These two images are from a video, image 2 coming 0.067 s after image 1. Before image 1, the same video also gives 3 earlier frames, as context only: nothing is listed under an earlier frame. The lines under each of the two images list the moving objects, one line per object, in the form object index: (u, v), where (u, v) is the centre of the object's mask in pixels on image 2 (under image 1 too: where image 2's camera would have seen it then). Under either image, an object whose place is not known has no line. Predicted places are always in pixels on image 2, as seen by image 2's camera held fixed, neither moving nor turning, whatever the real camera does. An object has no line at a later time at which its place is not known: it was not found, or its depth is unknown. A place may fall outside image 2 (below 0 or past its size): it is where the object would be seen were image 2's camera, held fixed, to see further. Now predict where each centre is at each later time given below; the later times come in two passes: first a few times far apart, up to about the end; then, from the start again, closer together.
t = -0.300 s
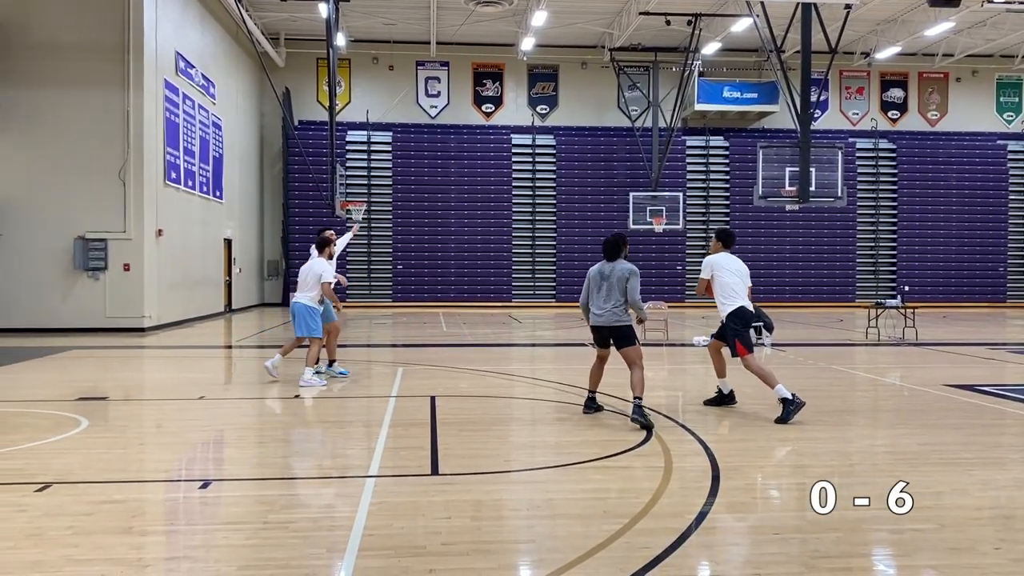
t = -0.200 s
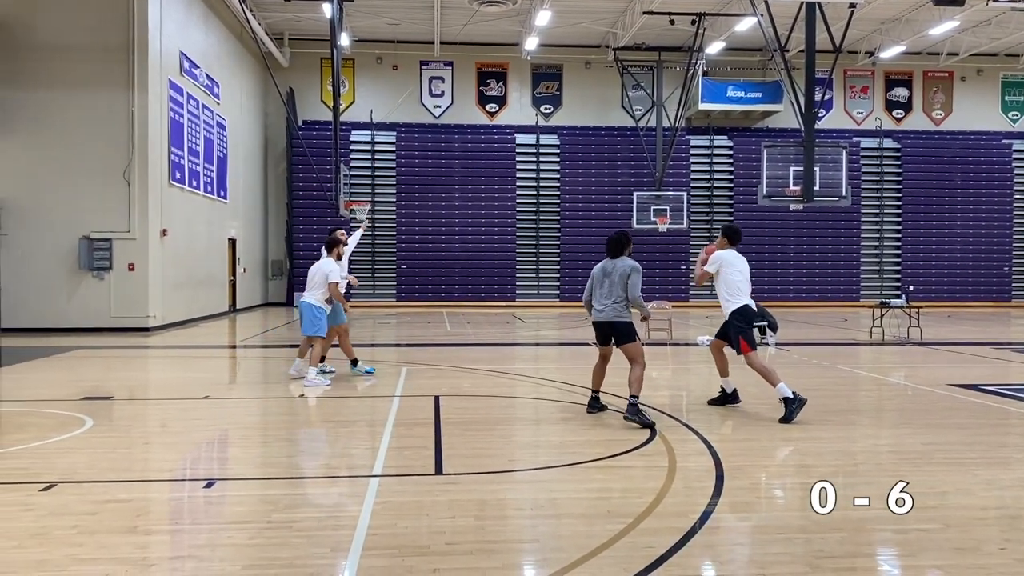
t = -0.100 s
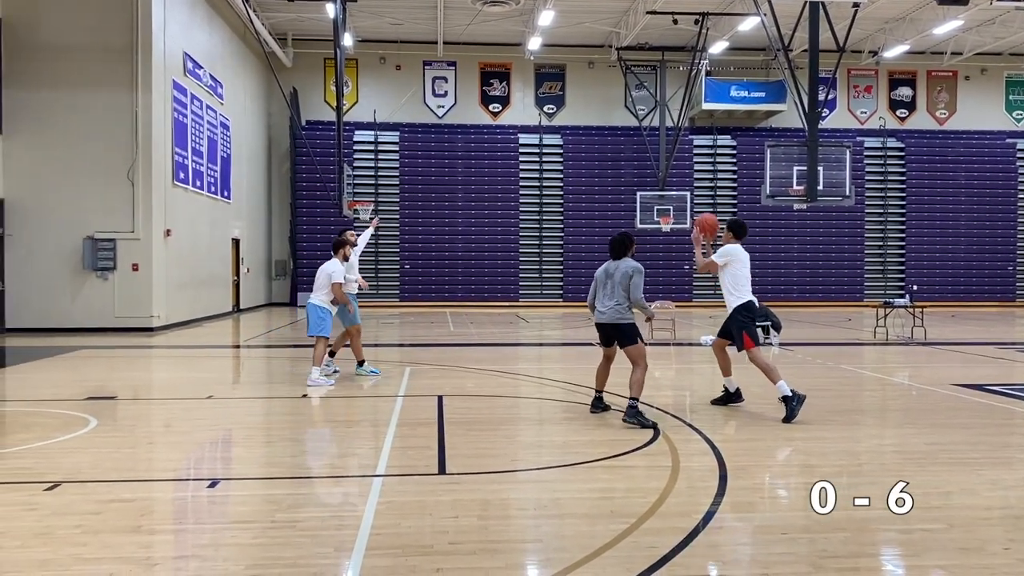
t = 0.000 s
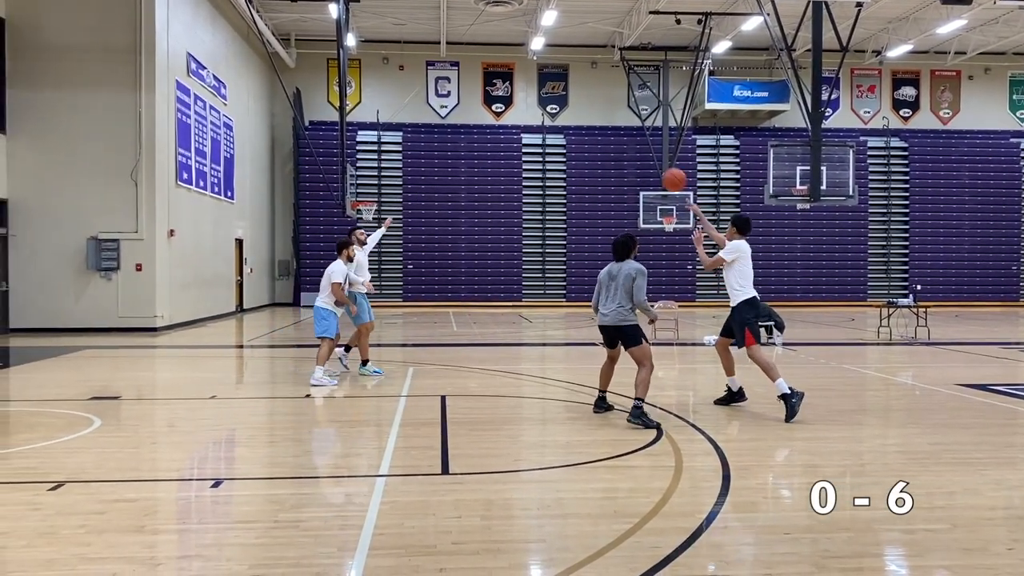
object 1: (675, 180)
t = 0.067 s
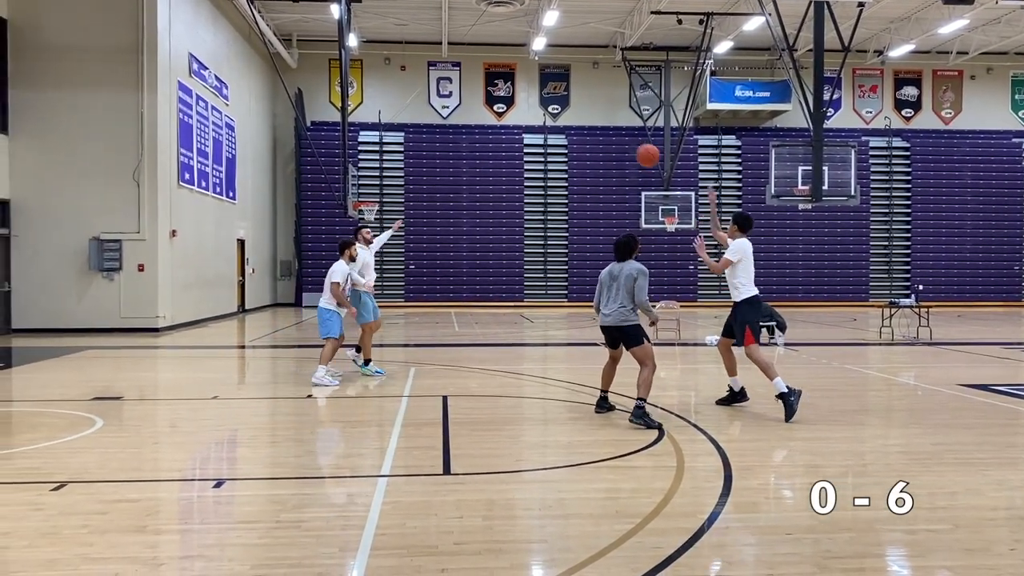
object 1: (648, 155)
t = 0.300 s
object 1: (562, 107)
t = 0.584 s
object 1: (479, 115)
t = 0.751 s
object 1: (437, 144)
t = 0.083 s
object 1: (641, 150)
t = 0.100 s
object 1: (634, 145)
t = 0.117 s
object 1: (628, 141)
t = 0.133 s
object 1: (622, 136)
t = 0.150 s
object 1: (615, 132)
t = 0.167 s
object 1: (609, 129)
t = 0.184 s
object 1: (602, 125)
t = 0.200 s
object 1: (596, 122)
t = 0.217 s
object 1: (590, 118)
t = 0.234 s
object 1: (585, 116)
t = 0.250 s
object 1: (579, 113)
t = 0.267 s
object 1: (573, 111)
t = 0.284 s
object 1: (568, 109)
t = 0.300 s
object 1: (562, 107)
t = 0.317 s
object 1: (557, 105)
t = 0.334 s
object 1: (552, 105)
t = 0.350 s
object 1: (547, 104)
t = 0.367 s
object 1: (541, 103)
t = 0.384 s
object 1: (536, 103)
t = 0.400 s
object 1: (531, 103)
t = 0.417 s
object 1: (526, 103)
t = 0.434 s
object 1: (521, 103)
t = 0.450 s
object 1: (516, 104)
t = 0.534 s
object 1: (492, 109)
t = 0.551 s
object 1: (487, 110)
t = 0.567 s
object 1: (483, 112)
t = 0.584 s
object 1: (479, 115)
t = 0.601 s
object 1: (474, 116)
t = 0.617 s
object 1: (470, 119)
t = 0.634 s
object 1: (466, 122)
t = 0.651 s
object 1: (462, 125)
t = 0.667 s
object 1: (458, 128)
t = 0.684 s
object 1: (453, 131)
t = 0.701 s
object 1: (449, 133)
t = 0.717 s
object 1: (445, 137)
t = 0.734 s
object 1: (441, 140)
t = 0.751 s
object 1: (437, 144)
